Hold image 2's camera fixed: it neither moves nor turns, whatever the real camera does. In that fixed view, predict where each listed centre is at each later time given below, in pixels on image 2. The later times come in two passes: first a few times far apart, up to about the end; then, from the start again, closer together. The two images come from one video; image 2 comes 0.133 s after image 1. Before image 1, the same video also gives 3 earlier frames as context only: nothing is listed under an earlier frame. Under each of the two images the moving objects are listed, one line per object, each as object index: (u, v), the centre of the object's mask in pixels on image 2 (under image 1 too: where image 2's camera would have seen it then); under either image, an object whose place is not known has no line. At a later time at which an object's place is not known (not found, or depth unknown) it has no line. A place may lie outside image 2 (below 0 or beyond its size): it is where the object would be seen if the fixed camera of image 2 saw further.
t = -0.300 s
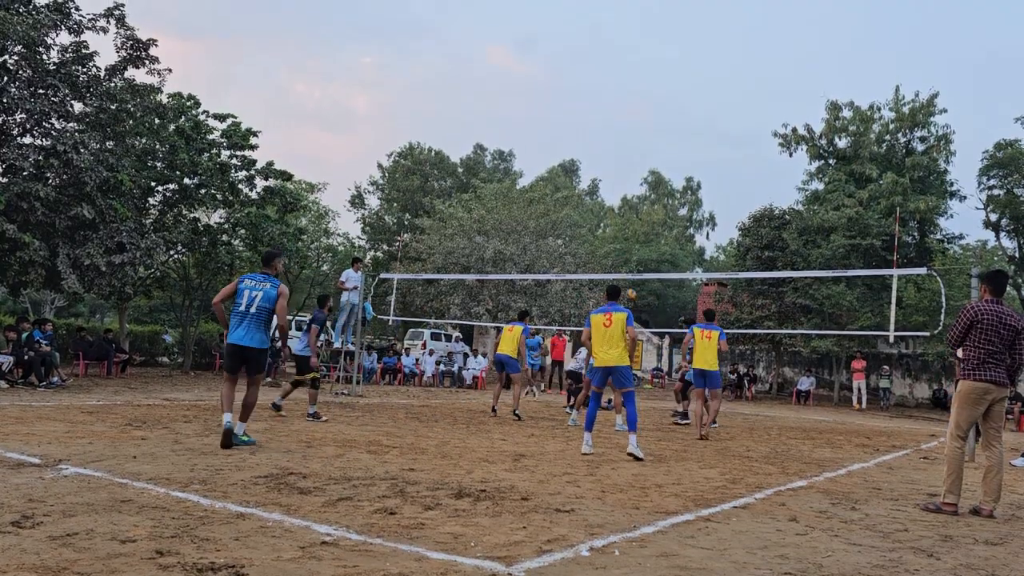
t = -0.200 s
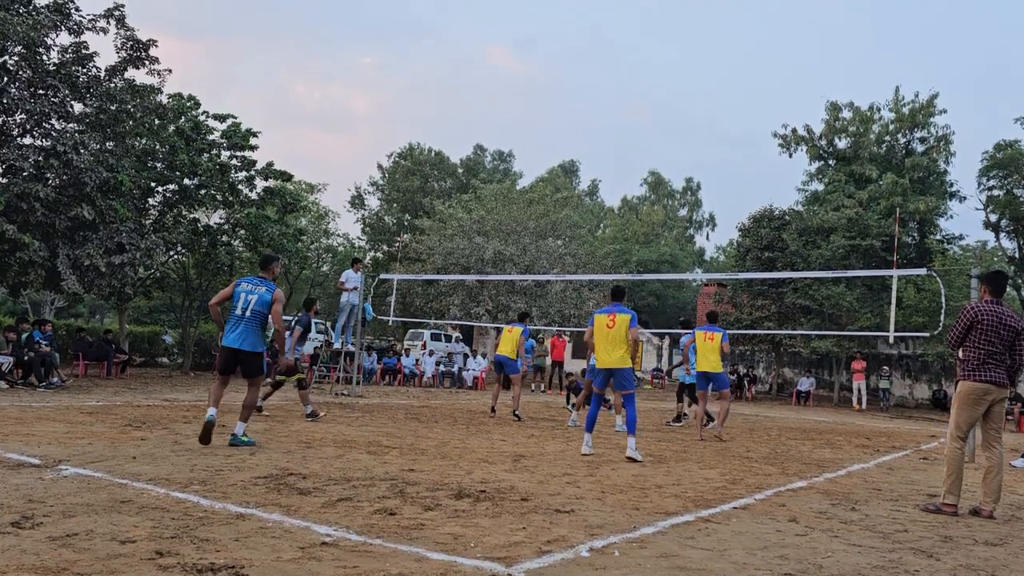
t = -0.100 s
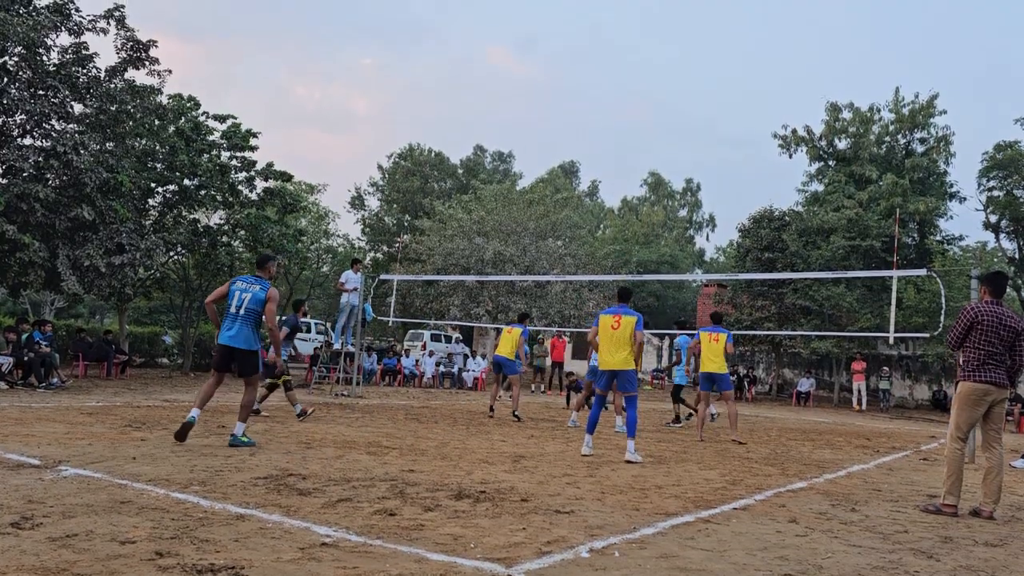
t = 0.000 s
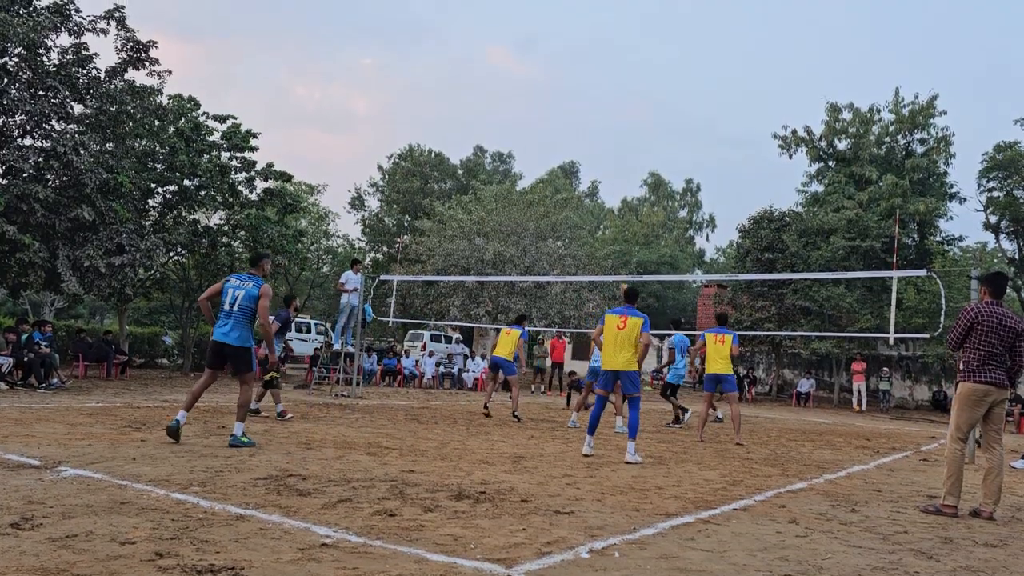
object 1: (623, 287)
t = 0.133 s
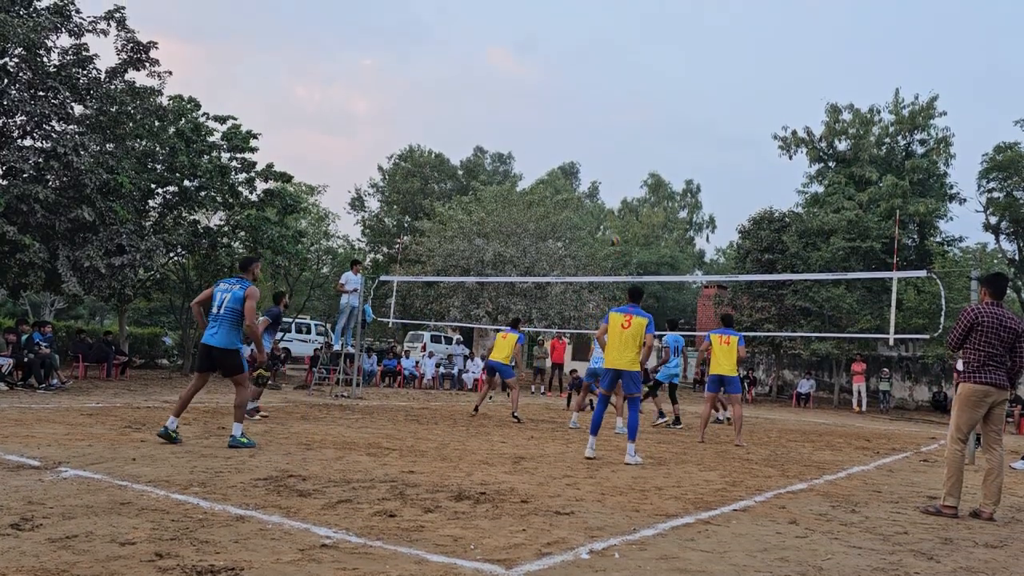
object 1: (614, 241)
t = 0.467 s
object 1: (584, 154)
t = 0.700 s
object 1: (559, 127)
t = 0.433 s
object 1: (587, 161)
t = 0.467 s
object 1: (584, 154)
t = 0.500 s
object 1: (580, 149)
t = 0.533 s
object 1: (577, 144)
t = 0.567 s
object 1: (573, 140)
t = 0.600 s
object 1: (570, 136)
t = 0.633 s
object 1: (567, 132)
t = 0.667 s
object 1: (563, 129)
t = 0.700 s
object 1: (559, 127)
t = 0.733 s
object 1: (555, 125)
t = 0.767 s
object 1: (552, 123)
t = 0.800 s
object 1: (548, 123)
